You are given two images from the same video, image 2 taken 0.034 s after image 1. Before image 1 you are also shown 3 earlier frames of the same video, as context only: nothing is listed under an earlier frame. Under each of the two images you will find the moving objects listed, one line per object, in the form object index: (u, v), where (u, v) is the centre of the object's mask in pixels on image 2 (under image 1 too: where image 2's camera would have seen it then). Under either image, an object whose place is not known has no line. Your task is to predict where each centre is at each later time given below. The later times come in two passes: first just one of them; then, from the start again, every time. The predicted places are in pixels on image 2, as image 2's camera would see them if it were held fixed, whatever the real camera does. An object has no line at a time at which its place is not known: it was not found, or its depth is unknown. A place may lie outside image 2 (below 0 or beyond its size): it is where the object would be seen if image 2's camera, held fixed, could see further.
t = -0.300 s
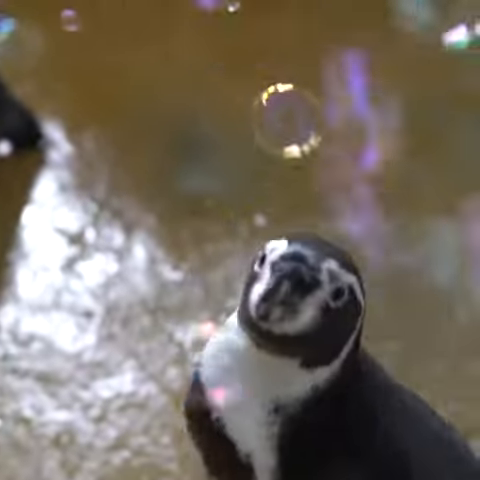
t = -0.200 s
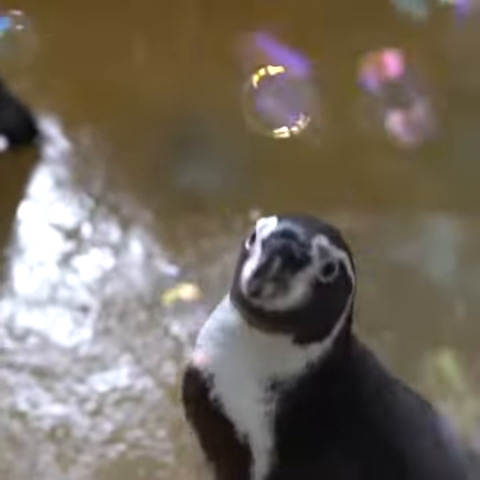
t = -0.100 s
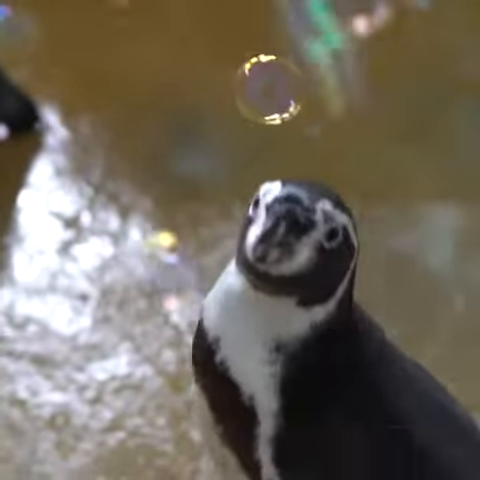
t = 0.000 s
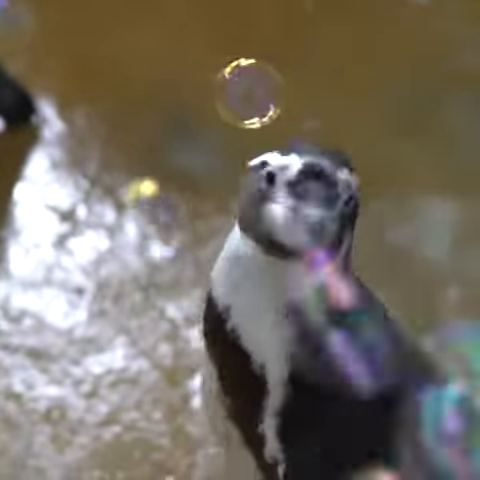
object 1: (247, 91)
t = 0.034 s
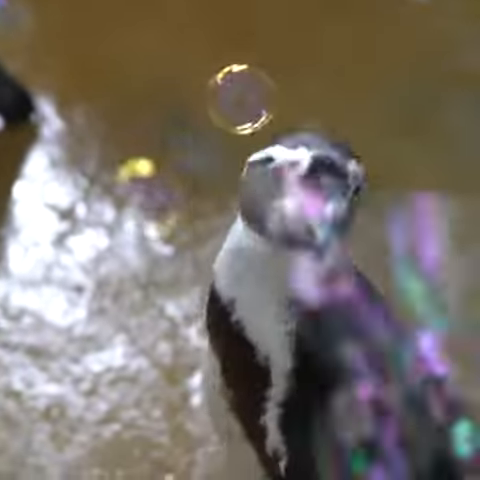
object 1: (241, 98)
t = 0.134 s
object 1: (223, 127)
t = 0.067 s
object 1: (235, 107)
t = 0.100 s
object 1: (230, 111)
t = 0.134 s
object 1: (223, 127)
